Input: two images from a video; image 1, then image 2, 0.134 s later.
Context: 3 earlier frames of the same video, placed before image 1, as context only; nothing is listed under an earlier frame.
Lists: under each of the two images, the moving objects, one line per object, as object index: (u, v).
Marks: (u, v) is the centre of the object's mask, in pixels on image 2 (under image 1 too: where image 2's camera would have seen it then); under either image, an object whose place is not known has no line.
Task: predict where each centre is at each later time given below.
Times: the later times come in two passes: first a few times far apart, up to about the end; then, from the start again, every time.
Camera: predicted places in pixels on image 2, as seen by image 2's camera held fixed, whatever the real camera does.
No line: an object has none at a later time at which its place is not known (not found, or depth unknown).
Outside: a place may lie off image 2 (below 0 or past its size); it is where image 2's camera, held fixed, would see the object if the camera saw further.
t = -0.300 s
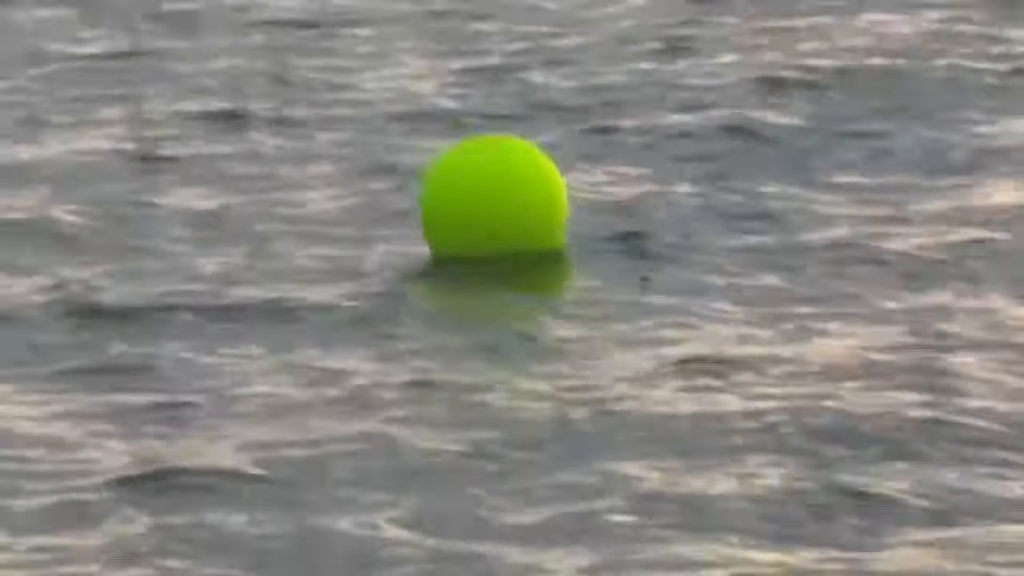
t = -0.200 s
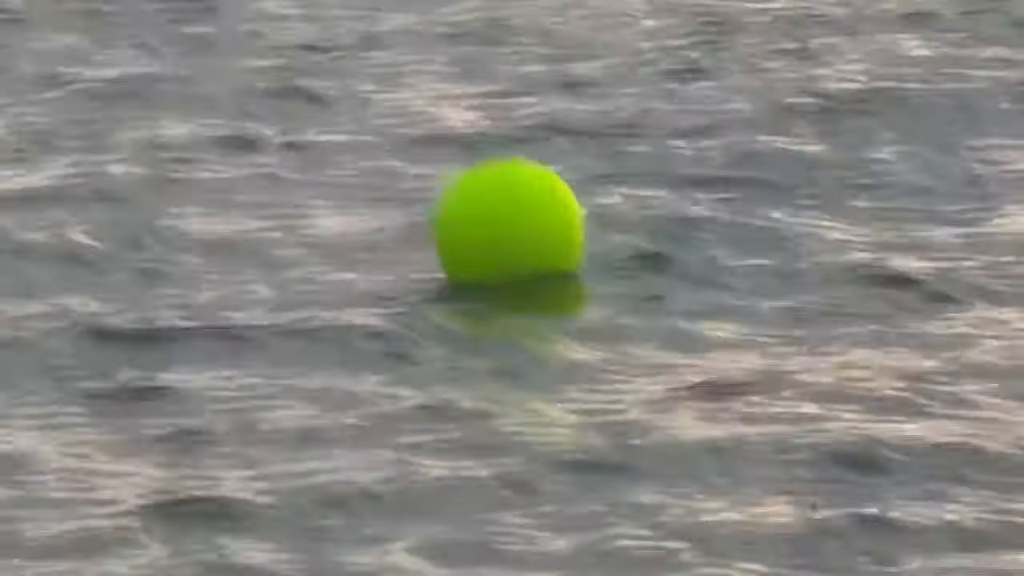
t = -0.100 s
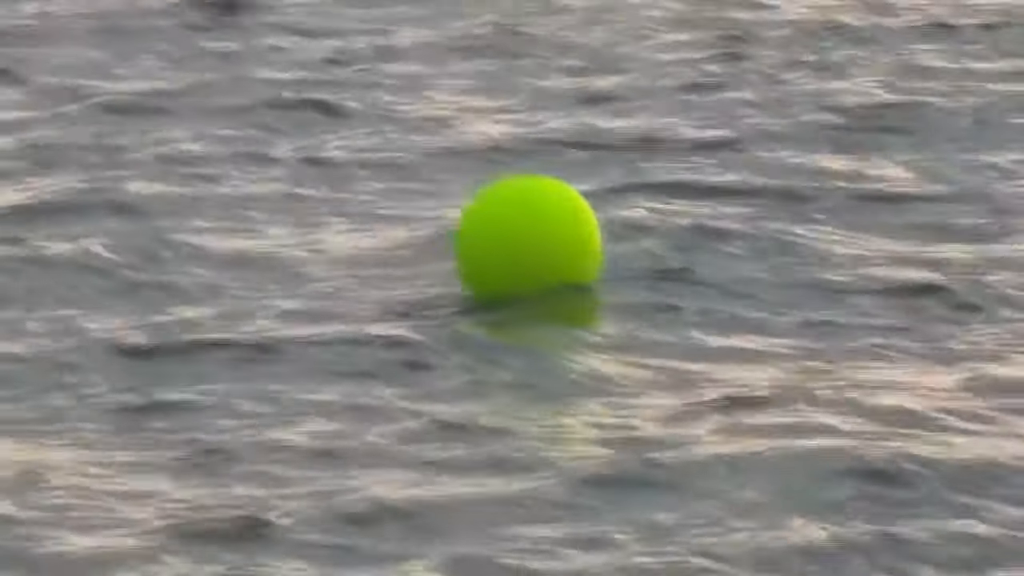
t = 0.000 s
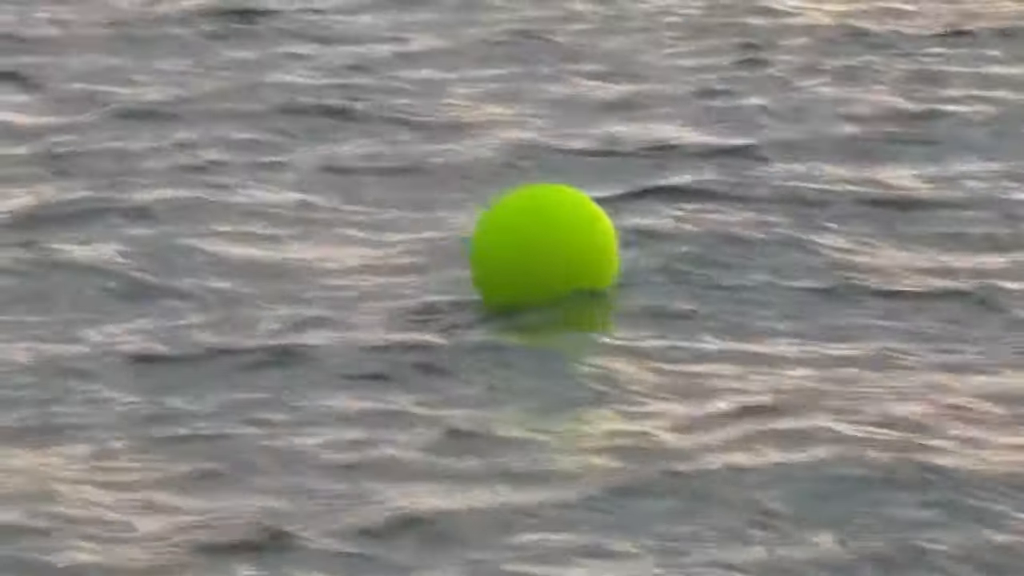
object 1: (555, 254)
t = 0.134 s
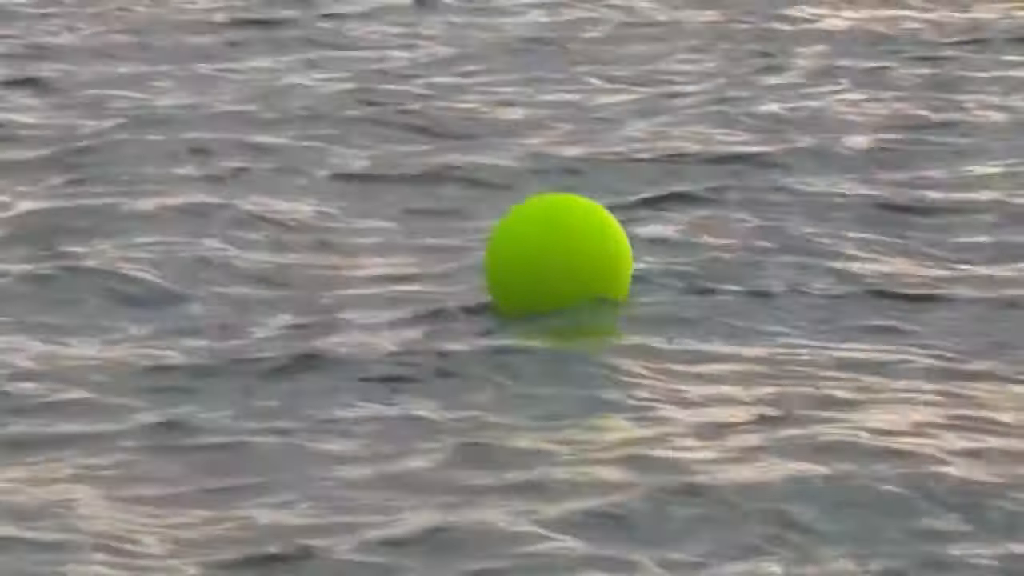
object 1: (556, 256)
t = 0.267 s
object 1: (553, 257)
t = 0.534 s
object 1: (538, 250)
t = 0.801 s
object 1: (525, 243)
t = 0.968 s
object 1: (515, 238)
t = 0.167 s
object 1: (556, 256)
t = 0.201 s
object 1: (555, 257)
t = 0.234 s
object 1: (555, 257)
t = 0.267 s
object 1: (553, 257)
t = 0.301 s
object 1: (552, 256)
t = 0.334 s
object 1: (550, 255)
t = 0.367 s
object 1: (548, 255)
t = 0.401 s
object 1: (546, 254)
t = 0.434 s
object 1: (544, 253)
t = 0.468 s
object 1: (542, 253)
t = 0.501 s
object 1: (540, 251)
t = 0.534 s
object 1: (538, 250)
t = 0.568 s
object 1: (536, 249)
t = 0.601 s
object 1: (534, 247)
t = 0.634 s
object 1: (532, 246)
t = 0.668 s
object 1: (531, 246)
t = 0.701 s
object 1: (529, 245)
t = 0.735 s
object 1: (528, 244)
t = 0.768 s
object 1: (526, 244)
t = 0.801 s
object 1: (525, 243)
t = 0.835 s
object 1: (523, 243)
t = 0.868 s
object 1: (521, 241)
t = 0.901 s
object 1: (519, 241)
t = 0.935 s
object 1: (518, 240)
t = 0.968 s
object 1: (515, 238)
